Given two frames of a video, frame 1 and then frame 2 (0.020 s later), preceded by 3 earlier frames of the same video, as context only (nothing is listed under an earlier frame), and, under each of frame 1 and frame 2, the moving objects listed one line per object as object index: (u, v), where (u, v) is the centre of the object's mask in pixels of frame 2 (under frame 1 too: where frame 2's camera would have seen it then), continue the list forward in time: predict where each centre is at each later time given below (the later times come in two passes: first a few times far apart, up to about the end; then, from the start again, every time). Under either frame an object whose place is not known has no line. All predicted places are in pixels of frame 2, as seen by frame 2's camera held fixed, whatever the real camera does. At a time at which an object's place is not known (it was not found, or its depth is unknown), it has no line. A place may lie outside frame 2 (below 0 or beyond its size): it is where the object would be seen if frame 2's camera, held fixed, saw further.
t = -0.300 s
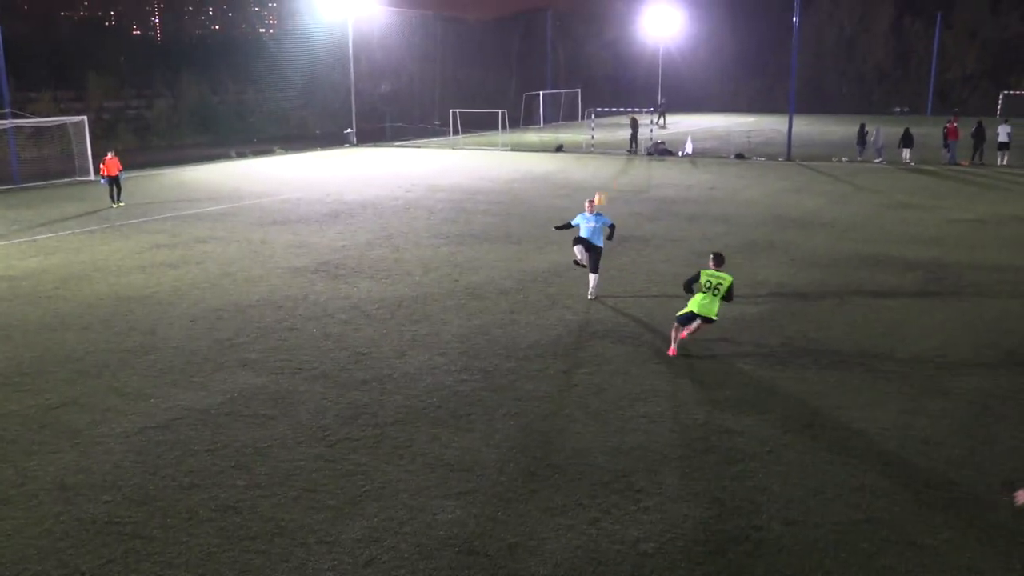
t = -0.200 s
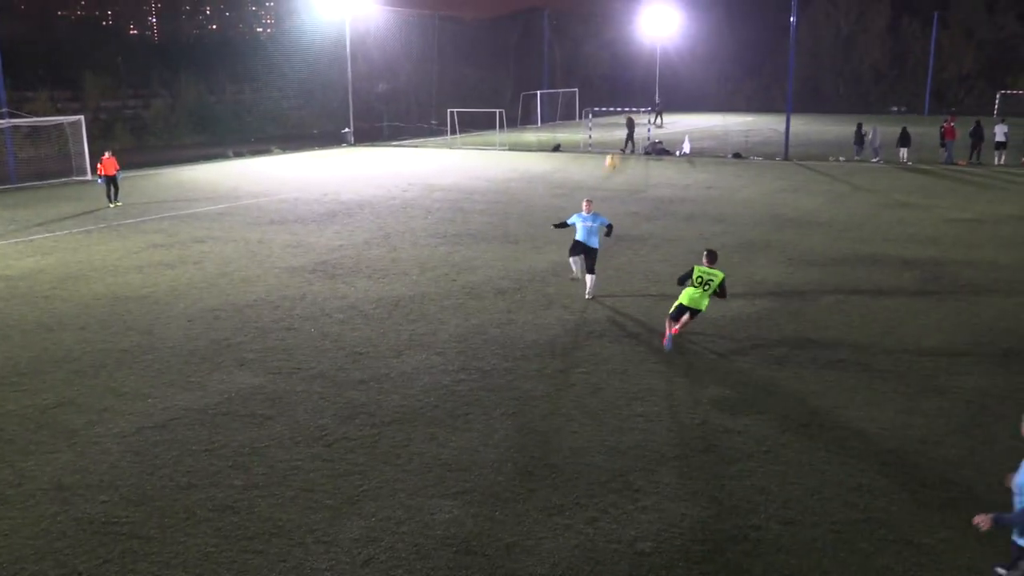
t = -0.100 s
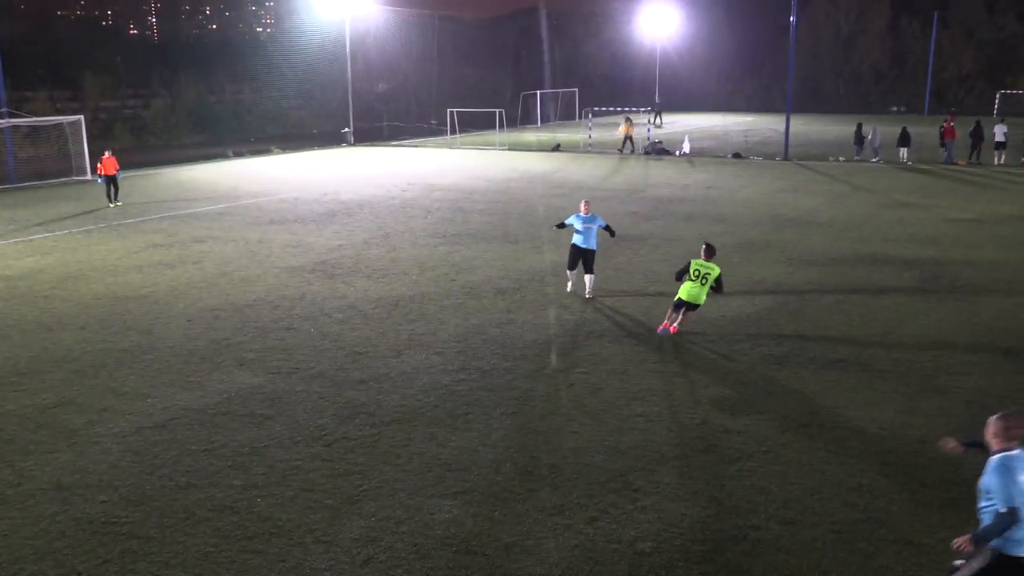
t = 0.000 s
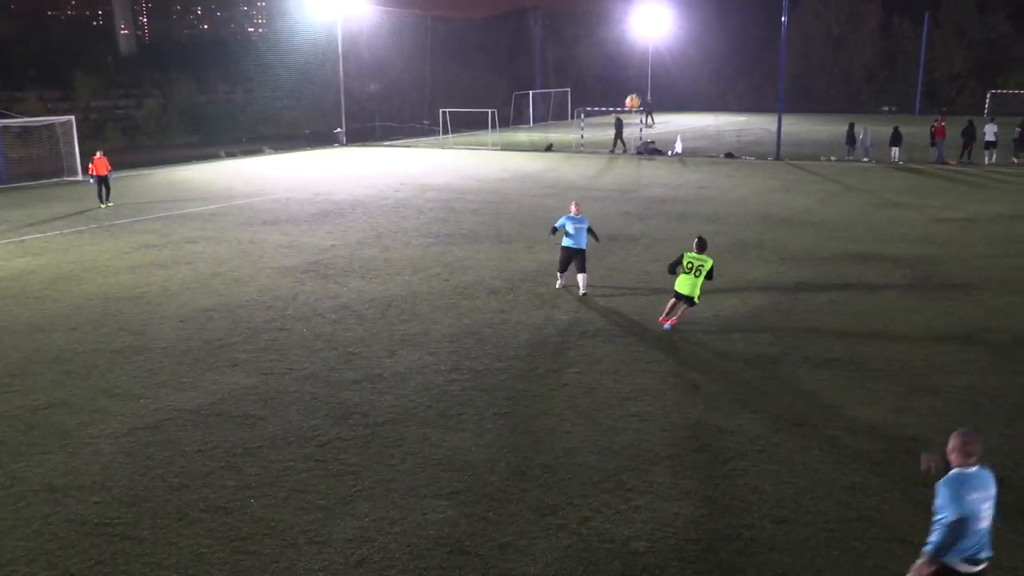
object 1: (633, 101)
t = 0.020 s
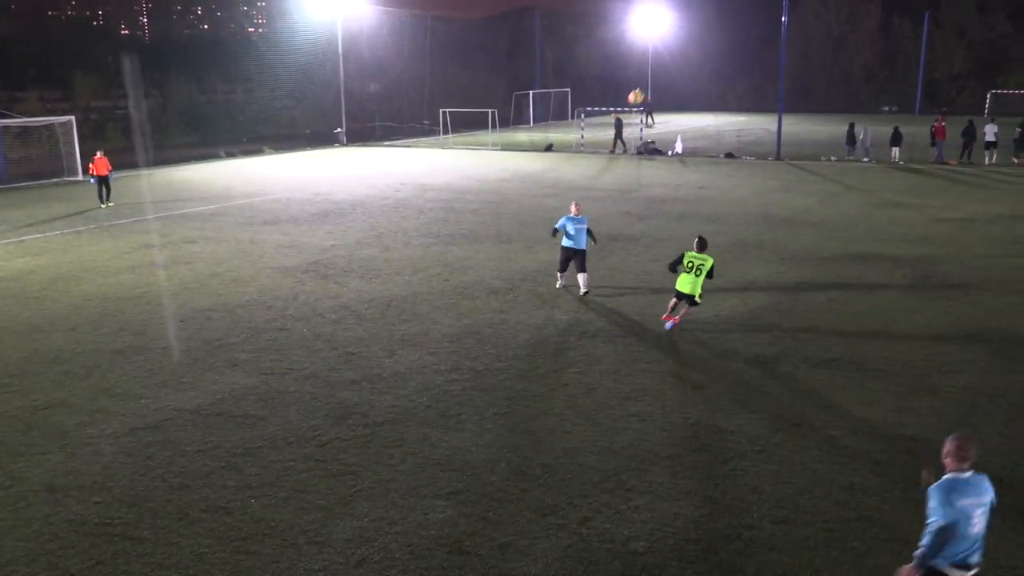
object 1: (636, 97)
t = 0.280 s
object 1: (675, 54)
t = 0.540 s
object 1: (715, 54)
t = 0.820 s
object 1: (756, 106)
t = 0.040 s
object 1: (639, 92)
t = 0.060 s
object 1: (641, 88)
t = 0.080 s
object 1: (644, 83)
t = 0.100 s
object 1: (647, 80)
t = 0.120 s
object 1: (651, 76)
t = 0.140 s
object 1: (654, 72)
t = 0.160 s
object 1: (656, 68)
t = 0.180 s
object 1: (659, 66)
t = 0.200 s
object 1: (662, 63)
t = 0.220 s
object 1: (665, 60)
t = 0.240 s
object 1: (668, 58)
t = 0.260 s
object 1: (671, 56)
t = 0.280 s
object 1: (675, 54)
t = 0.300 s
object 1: (678, 52)
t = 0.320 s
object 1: (681, 51)
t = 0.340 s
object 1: (684, 50)
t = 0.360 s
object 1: (686, 50)
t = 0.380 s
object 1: (690, 49)
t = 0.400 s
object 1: (693, 49)
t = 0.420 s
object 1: (696, 49)
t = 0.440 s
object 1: (699, 49)
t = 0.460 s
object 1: (702, 49)
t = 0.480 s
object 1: (706, 50)
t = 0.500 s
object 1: (708, 51)
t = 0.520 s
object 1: (711, 52)
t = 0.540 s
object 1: (715, 54)
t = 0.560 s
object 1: (718, 56)
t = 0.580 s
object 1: (721, 58)
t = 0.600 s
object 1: (724, 60)
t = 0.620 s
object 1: (727, 64)
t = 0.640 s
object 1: (730, 67)
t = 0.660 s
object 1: (733, 70)
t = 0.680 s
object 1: (736, 73)
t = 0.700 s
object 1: (739, 77)
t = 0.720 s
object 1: (742, 81)
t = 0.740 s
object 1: (745, 86)
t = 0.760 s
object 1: (748, 90)
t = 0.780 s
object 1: (751, 95)
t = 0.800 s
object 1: (753, 100)
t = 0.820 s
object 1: (756, 106)
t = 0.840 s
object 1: (760, 111)
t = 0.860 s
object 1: (763, 117)
